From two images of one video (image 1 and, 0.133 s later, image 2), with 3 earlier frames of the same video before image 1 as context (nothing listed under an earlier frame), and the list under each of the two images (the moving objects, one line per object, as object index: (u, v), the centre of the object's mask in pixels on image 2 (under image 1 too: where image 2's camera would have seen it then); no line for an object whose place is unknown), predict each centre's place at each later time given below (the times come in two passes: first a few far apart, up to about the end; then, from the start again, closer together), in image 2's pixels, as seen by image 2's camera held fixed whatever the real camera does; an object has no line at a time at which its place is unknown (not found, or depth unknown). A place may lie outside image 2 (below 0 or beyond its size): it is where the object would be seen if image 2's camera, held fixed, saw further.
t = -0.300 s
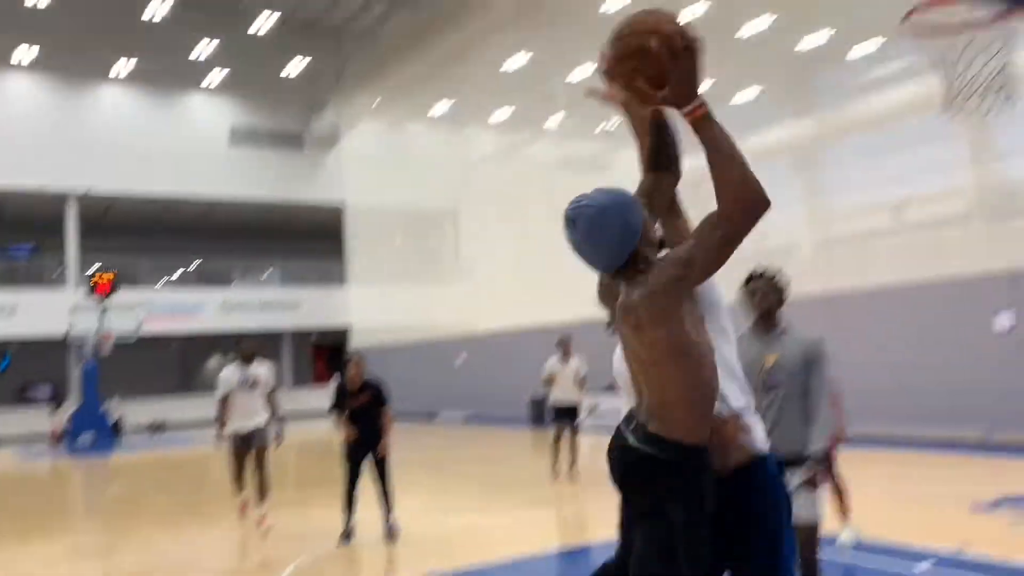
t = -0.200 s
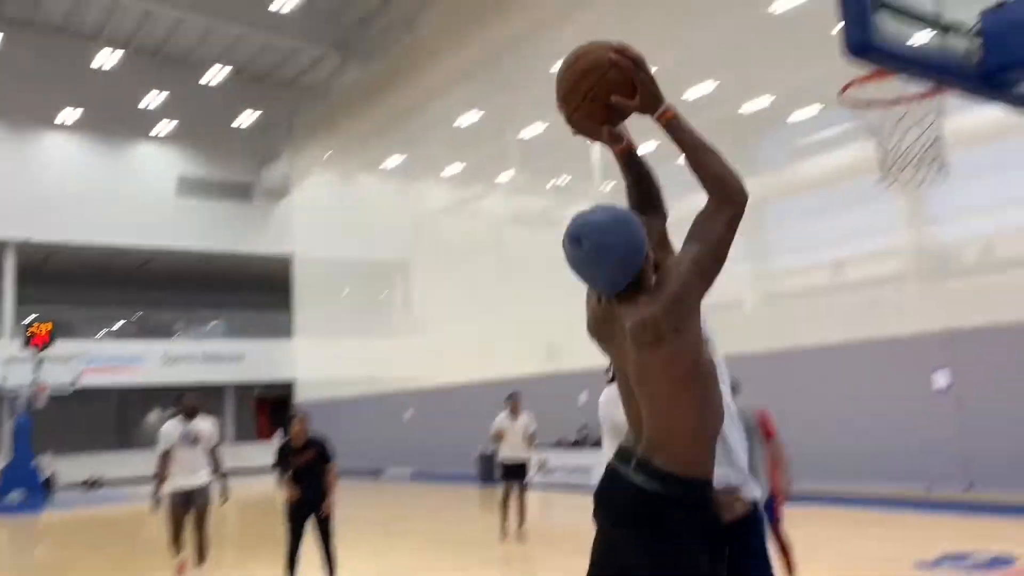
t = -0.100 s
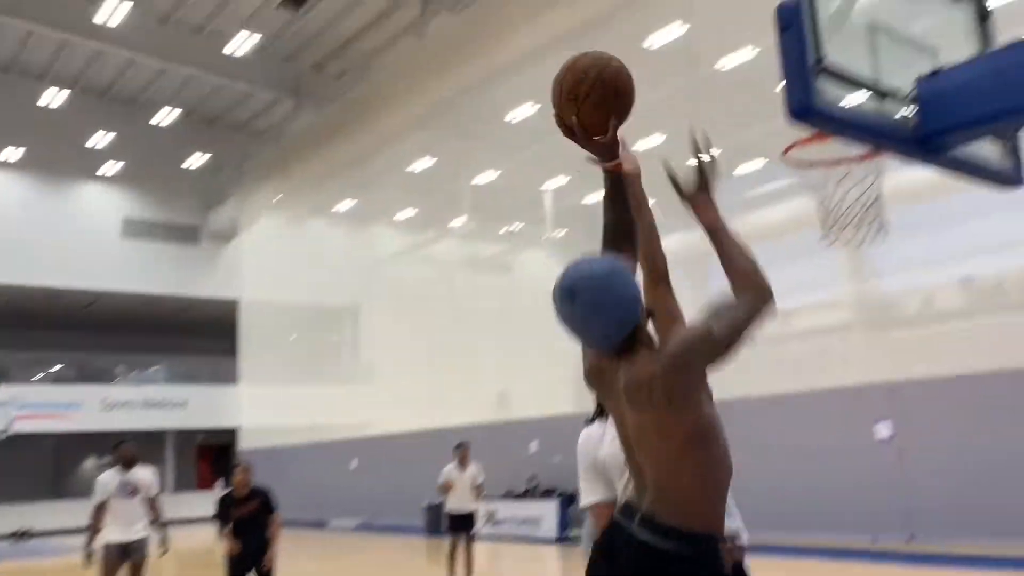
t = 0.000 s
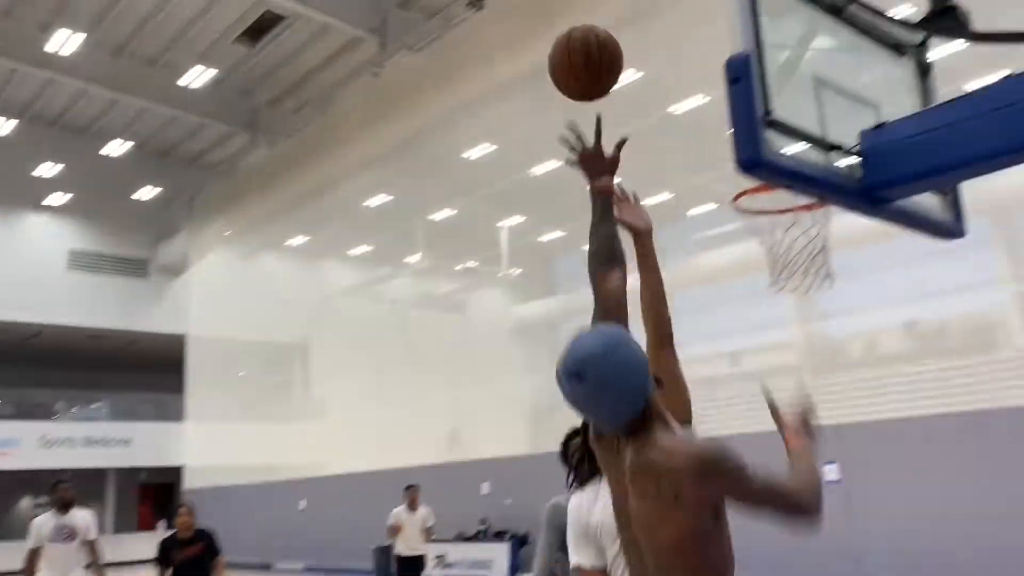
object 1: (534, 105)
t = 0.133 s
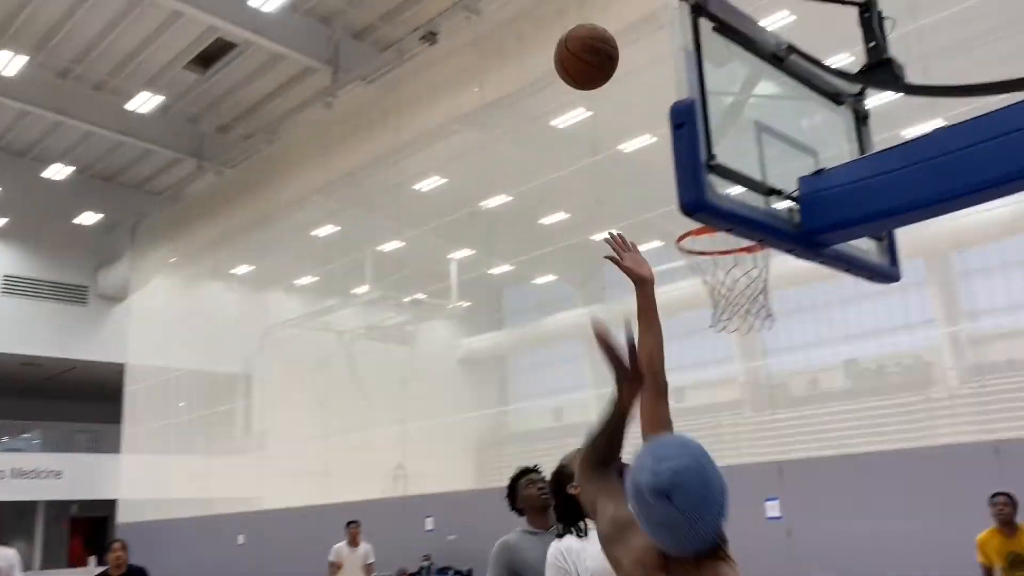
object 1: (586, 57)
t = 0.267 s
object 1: (629, 57)
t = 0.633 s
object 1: (724, 237)
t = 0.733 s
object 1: (754, 287)
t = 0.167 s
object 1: (598, 53)
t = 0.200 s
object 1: (609, 52)
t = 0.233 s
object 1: (619, 54)
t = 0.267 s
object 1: (629, 57)
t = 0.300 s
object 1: (639, 63)
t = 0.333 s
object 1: (648, 71)
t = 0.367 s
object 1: (654, 81)
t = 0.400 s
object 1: (659, 92)
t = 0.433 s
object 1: (663, 104)
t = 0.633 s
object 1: (724, 237)
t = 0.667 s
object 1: (735, 249)
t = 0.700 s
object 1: (748, 267)
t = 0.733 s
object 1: (754, 287)
